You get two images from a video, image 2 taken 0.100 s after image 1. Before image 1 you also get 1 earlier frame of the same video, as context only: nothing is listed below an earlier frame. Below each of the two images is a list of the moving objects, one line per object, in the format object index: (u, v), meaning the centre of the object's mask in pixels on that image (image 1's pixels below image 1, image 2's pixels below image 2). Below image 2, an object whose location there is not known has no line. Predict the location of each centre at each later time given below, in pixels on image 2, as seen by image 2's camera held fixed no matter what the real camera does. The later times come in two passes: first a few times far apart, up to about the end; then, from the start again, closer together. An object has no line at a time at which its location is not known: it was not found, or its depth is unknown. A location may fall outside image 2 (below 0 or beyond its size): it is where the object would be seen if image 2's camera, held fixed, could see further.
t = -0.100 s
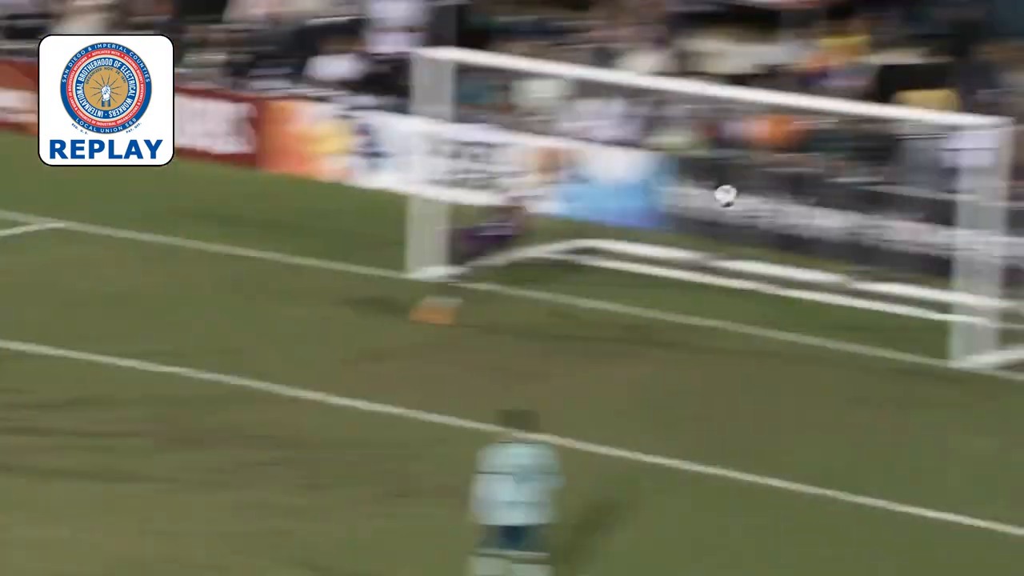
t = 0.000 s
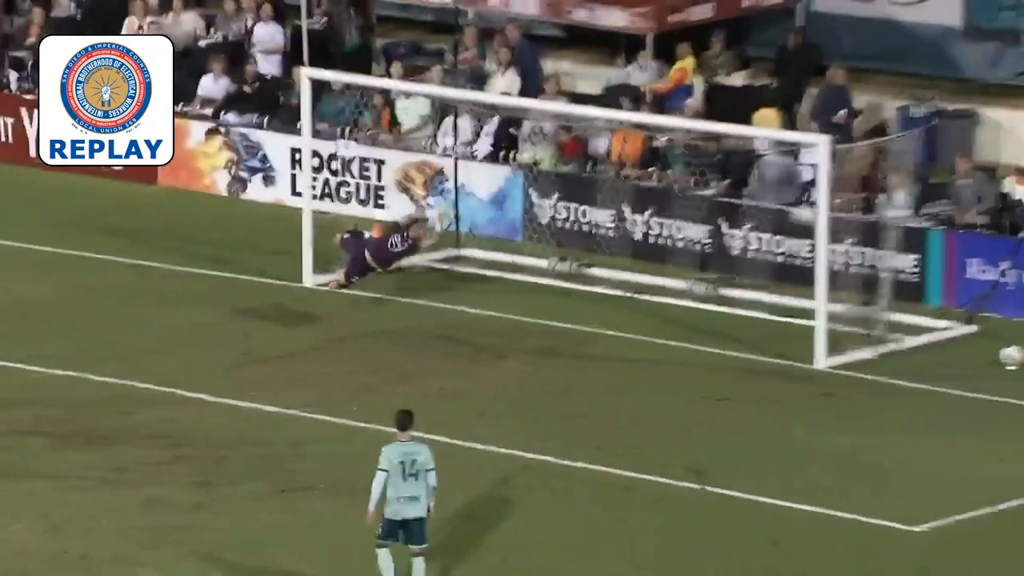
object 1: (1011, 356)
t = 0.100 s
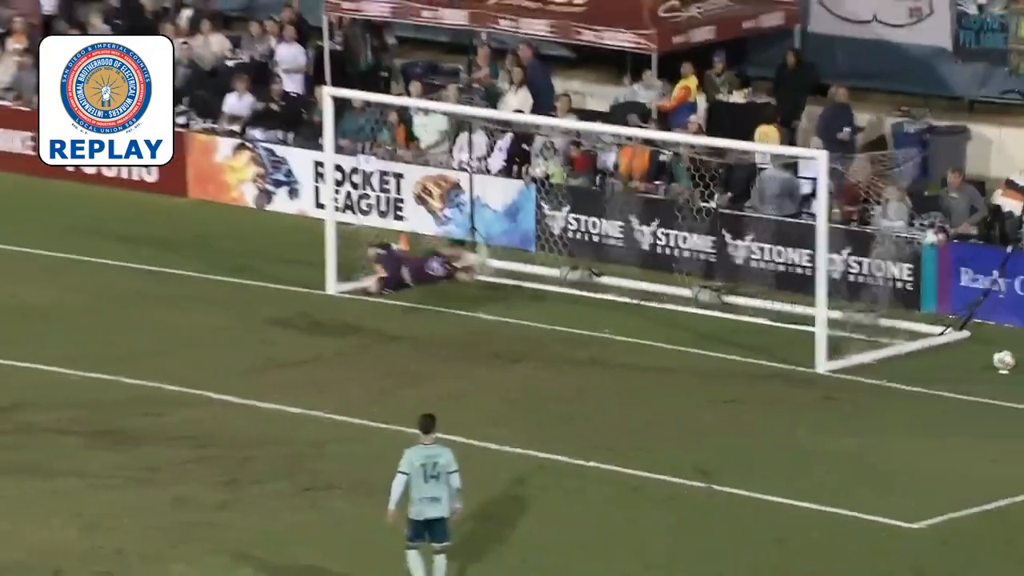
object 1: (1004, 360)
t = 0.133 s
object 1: (1003, 361)
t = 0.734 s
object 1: (1000, 361)
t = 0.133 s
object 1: (1003, 361)
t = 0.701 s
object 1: (1000, 361)
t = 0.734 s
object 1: (1000, 361)
